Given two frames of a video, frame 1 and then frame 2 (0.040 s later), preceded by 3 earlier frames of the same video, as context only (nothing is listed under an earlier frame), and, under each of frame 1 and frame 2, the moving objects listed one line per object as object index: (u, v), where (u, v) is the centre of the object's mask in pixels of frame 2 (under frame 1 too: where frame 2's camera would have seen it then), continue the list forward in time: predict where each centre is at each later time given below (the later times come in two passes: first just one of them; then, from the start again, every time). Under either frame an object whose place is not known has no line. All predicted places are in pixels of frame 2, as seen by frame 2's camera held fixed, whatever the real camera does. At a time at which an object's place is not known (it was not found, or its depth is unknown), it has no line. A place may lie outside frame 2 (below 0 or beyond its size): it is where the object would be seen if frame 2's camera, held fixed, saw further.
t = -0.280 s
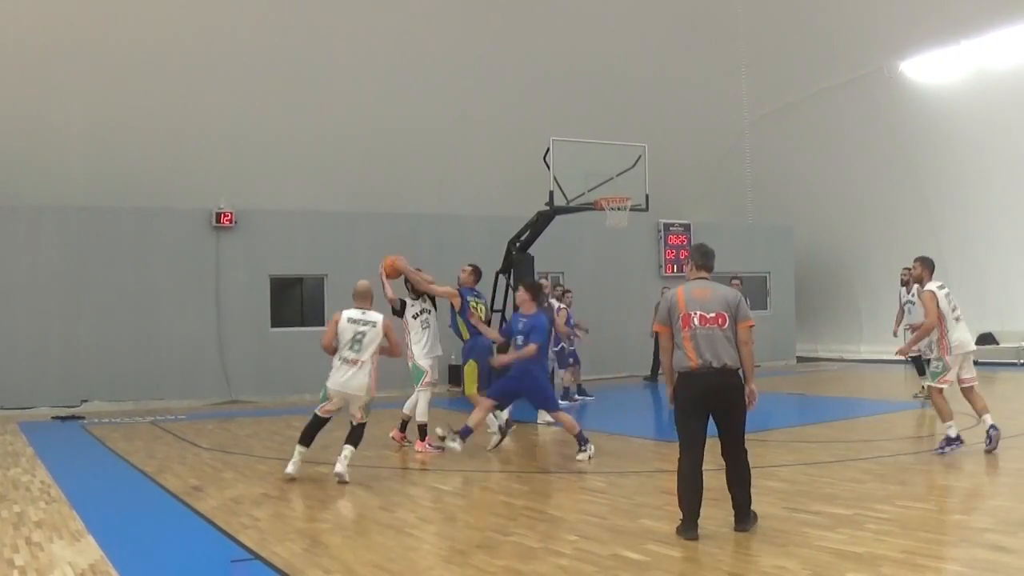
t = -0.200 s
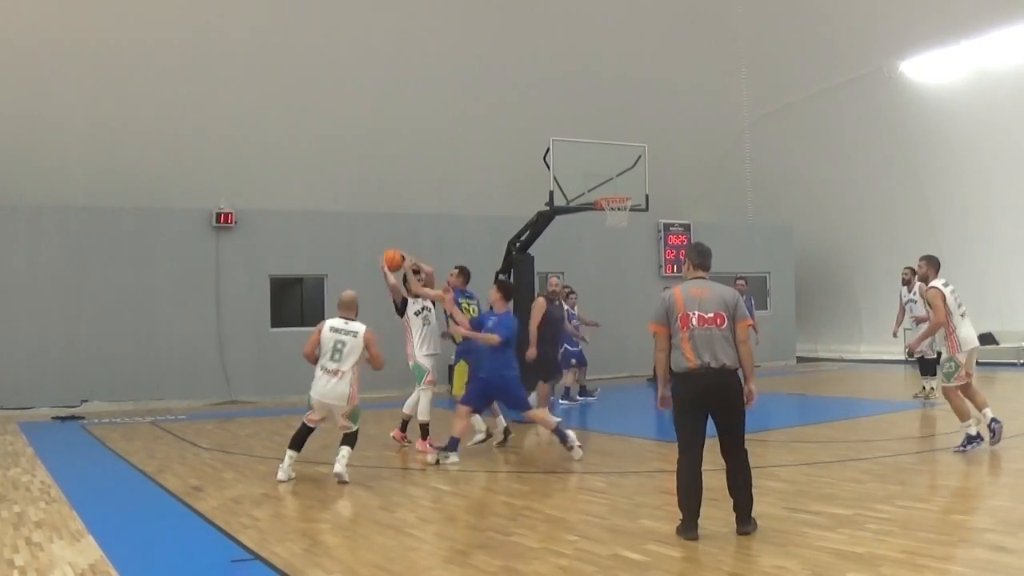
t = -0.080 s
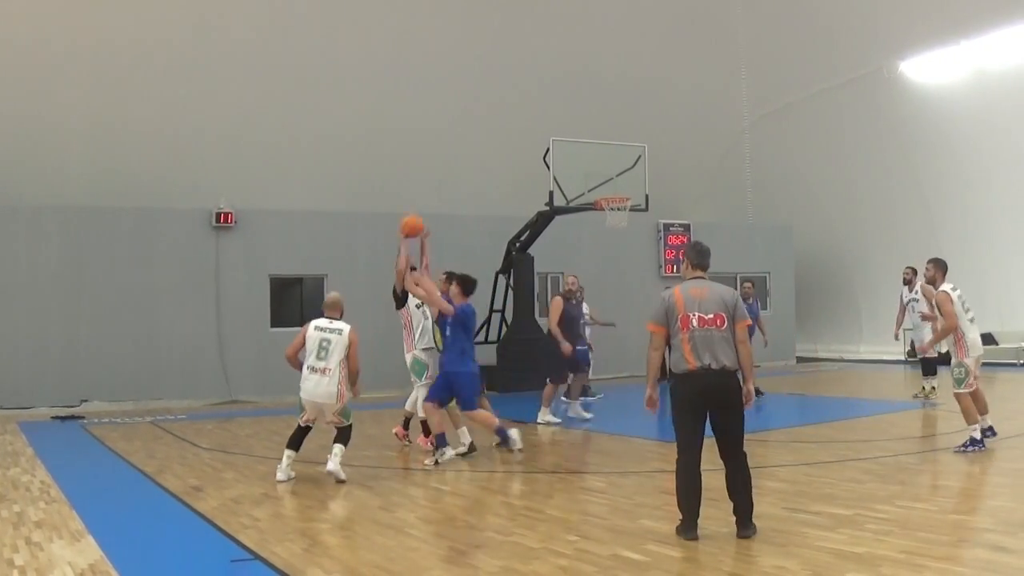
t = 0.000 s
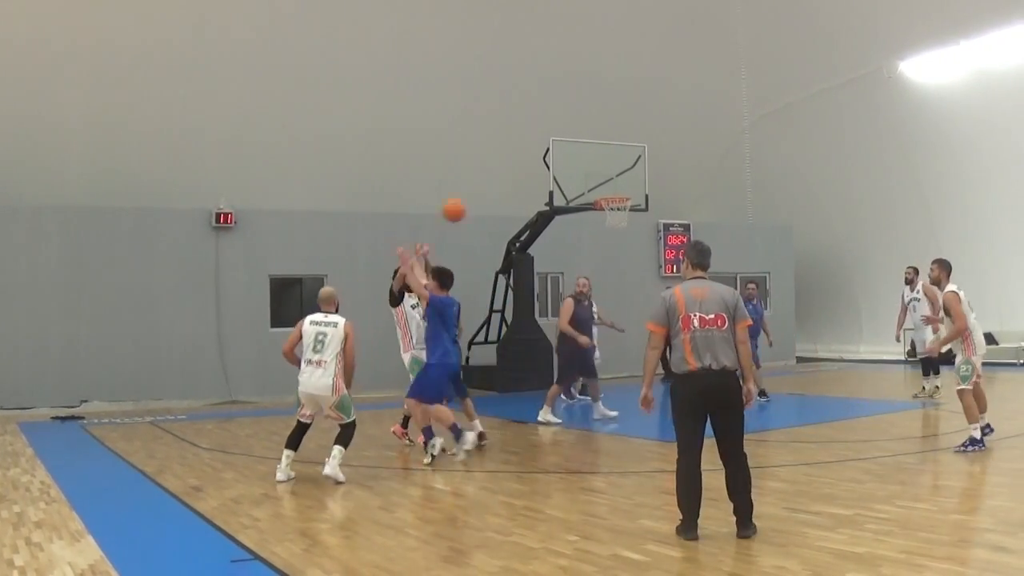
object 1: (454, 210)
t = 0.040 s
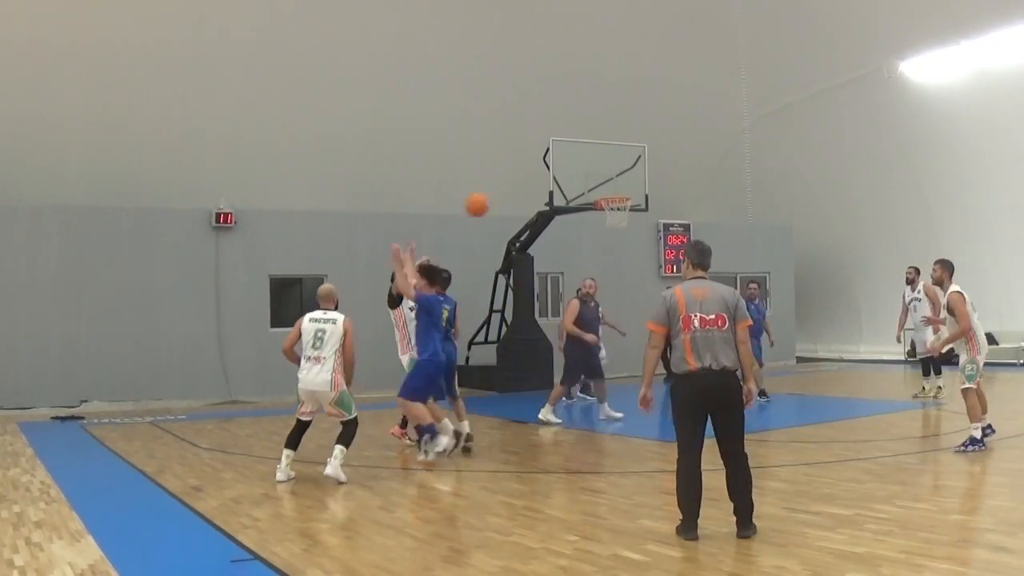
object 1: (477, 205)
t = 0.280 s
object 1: (622, 203)
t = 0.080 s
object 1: (500, 200)
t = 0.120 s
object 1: (524, 198)
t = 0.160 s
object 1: (548, 197)
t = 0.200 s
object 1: (572, 197)
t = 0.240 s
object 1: (597, 199)
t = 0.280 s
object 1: (622, 203)
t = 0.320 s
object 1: (647, 208)
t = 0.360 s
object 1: (671, 216)
